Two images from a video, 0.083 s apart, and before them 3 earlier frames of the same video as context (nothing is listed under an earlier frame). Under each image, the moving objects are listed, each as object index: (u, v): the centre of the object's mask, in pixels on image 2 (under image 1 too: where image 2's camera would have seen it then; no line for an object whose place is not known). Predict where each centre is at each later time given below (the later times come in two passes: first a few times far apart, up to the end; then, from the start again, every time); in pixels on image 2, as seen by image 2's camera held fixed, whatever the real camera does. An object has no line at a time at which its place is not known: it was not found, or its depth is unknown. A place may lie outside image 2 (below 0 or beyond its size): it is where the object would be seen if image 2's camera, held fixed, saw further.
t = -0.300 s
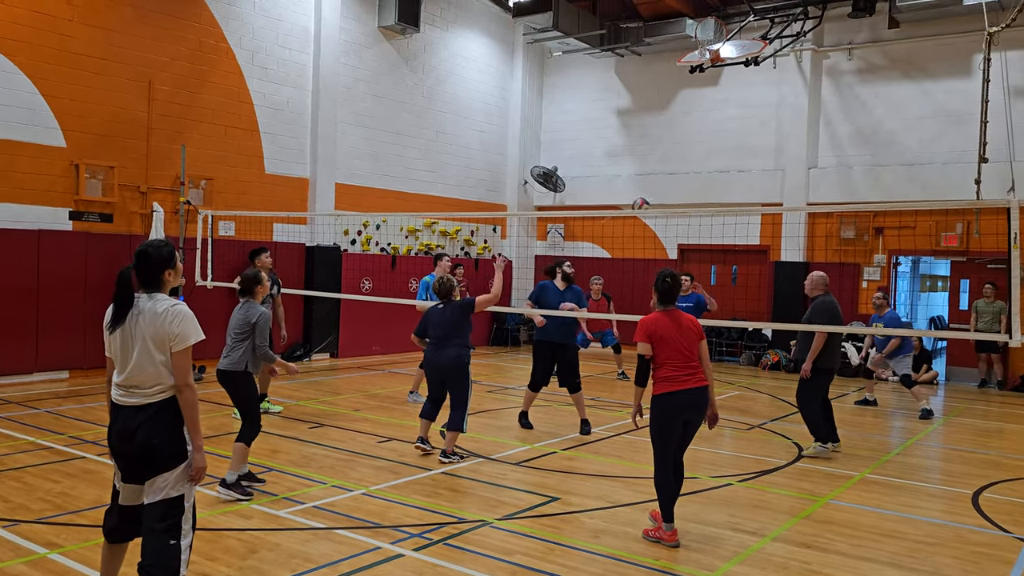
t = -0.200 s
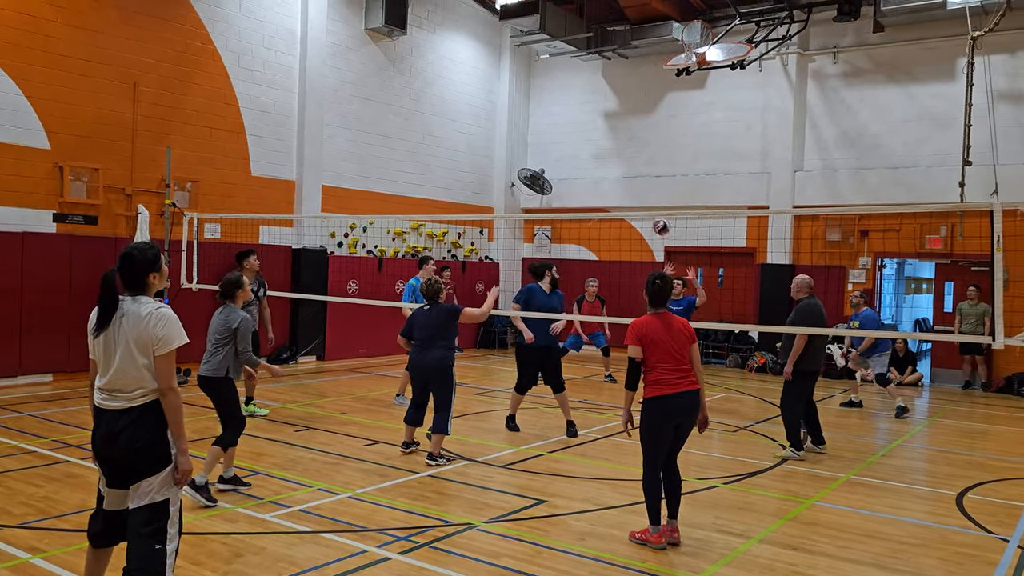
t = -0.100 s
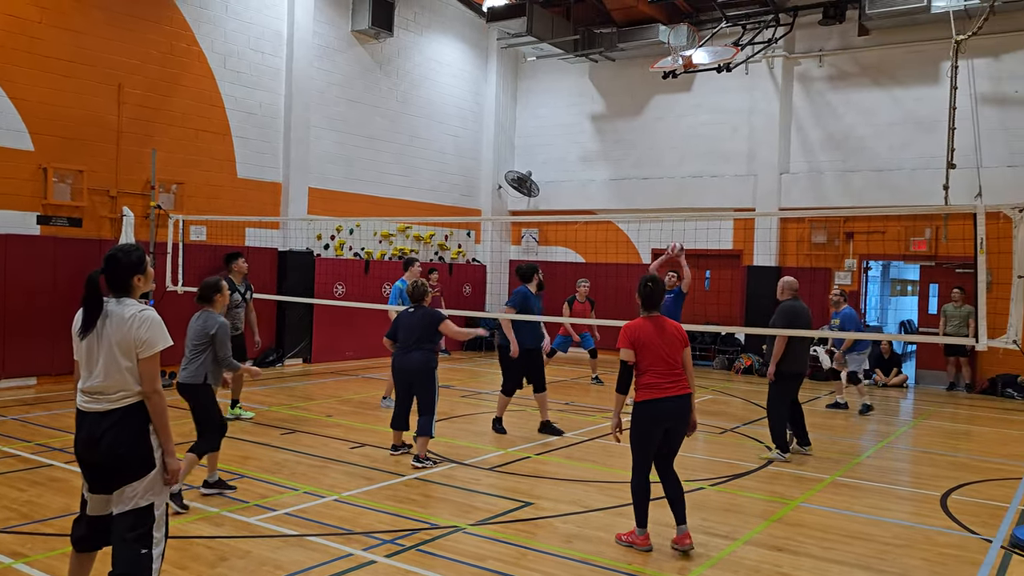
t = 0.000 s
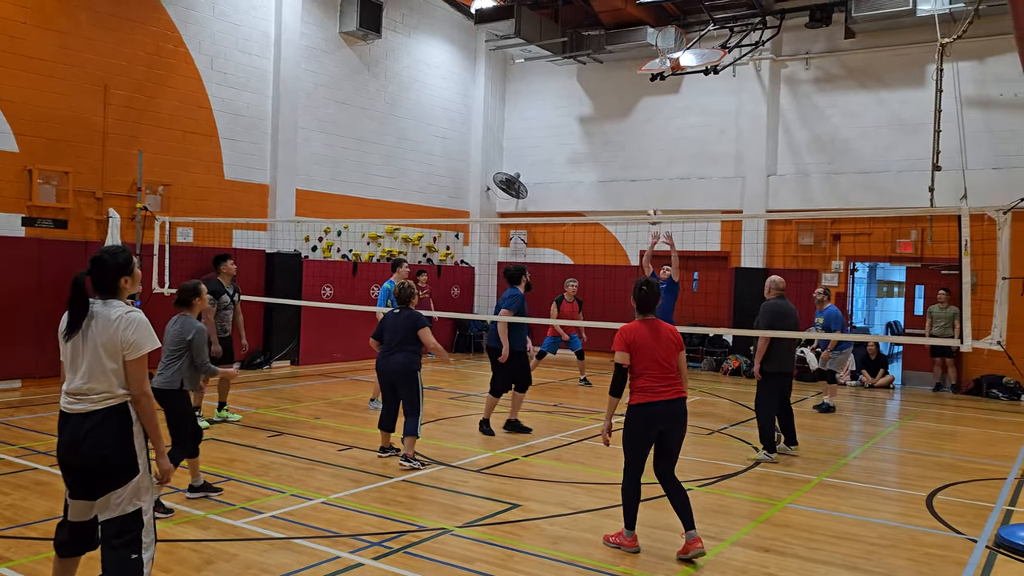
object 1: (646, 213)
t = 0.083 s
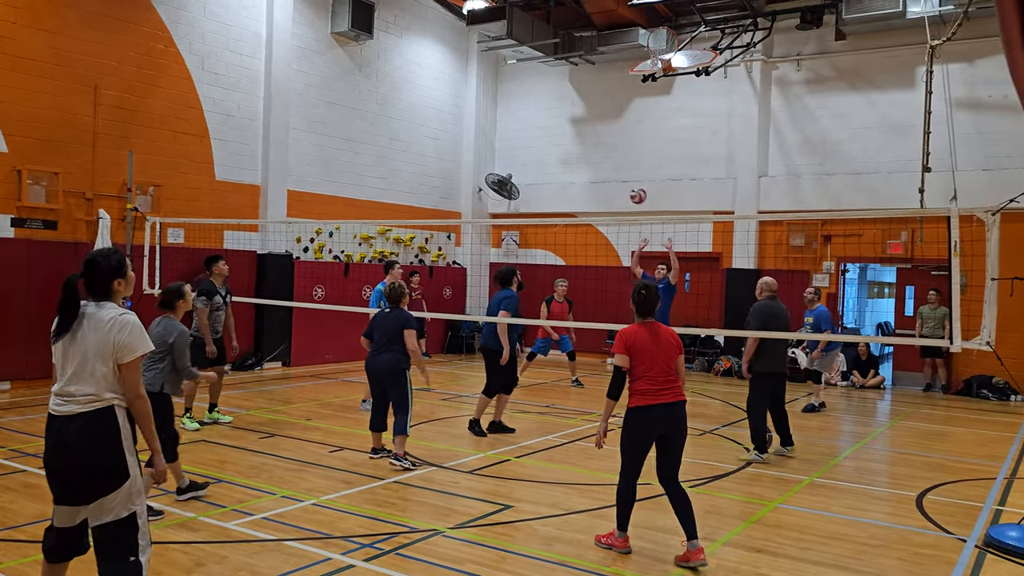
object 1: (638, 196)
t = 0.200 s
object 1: (626, 173)
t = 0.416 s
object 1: (604, 158)
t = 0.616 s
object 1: (582, 179)
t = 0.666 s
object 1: (576, 189)
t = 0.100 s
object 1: (636, 192)
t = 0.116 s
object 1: (634, 188)
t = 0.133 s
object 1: (633, 185)
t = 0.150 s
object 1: (631, 181)
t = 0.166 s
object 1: (629, 178)
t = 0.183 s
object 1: (627, 175)
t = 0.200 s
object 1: (626, 173)
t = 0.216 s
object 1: (624, 170)
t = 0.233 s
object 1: (622, 168)
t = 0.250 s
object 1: (621, 166)
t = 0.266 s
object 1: (619, 164)
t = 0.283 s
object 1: (617, 163)
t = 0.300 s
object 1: (616, 161)
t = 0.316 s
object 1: (614, 160)
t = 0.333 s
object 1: (612, 159)
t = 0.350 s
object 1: (610, 159)
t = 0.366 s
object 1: (609, 158)
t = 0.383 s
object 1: (607, 158)
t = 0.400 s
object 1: (605, 158)
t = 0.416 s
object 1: (604, 158)
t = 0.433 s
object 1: (602, 159)
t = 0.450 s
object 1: (600, 159)
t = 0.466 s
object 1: (599, 160)
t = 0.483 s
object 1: (597, 161)
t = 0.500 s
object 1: (595, 162)
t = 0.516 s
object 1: (593, 164)
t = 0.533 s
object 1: (591, 166)
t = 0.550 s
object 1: (589, 167)
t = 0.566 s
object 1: (587, 170)
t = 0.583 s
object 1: (586, 173)
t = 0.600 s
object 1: (584, 176)
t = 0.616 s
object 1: (582, 179)
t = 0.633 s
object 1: (580, 182)
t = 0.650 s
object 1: (578, 186)
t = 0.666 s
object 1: (576, 189)
